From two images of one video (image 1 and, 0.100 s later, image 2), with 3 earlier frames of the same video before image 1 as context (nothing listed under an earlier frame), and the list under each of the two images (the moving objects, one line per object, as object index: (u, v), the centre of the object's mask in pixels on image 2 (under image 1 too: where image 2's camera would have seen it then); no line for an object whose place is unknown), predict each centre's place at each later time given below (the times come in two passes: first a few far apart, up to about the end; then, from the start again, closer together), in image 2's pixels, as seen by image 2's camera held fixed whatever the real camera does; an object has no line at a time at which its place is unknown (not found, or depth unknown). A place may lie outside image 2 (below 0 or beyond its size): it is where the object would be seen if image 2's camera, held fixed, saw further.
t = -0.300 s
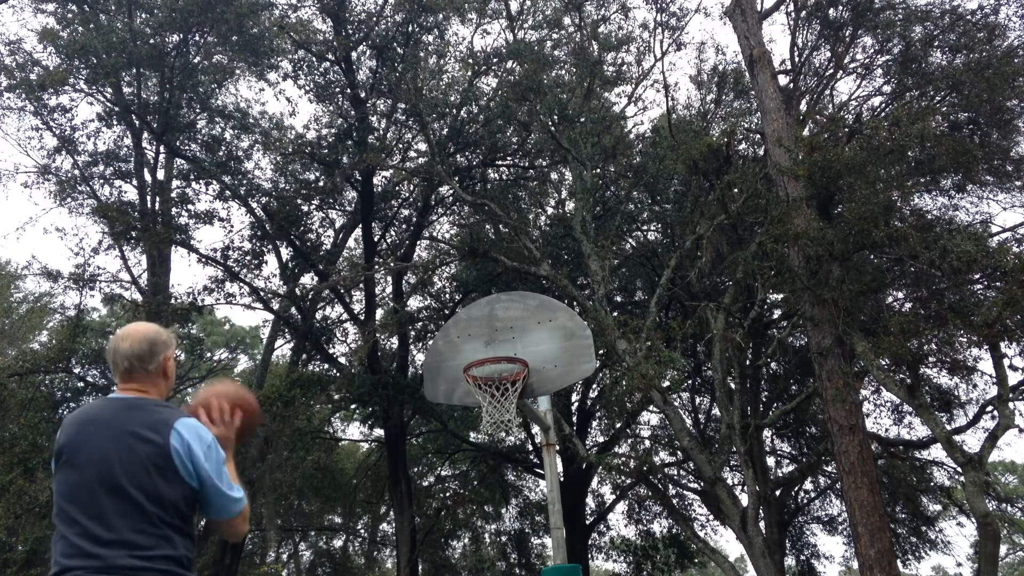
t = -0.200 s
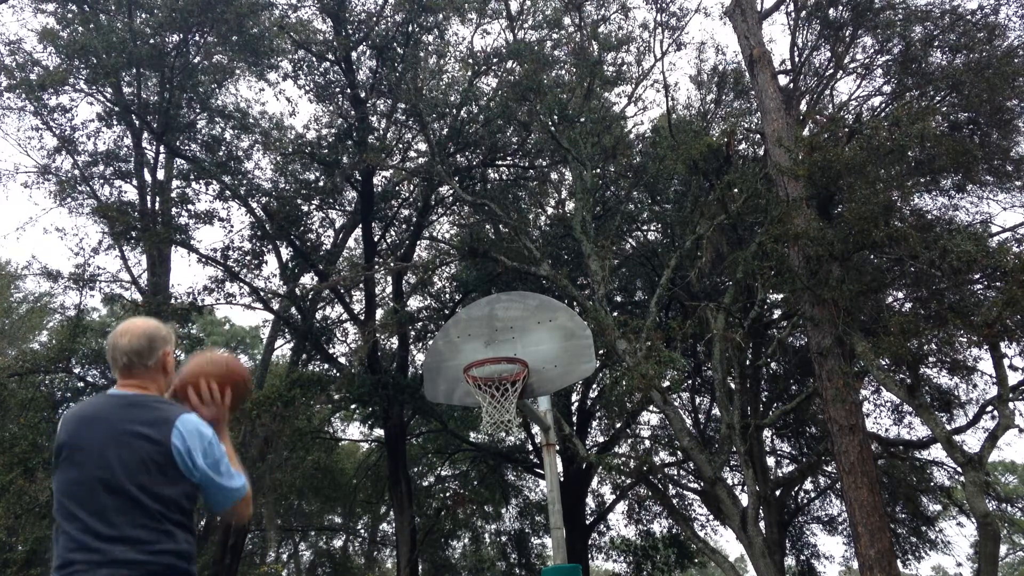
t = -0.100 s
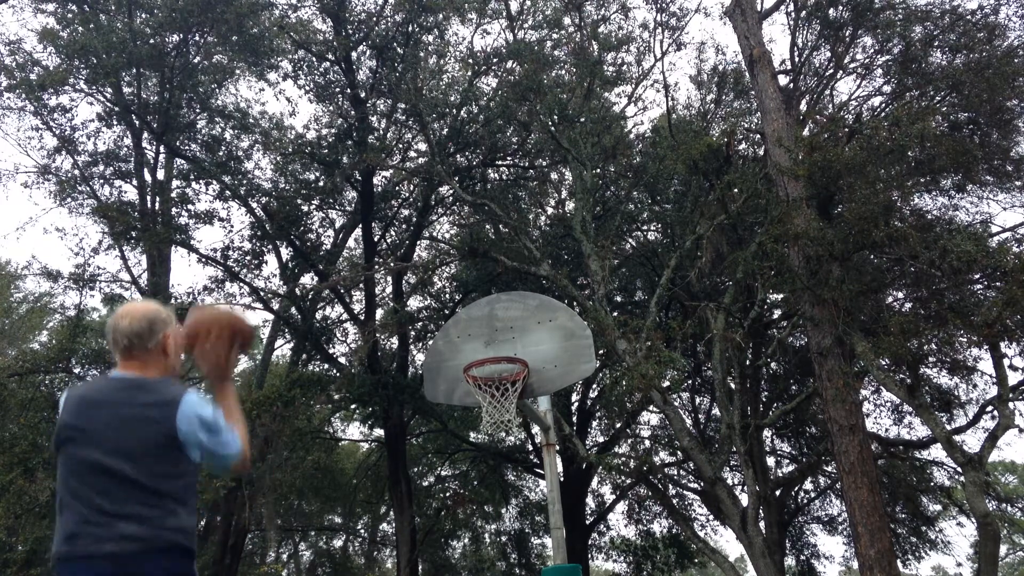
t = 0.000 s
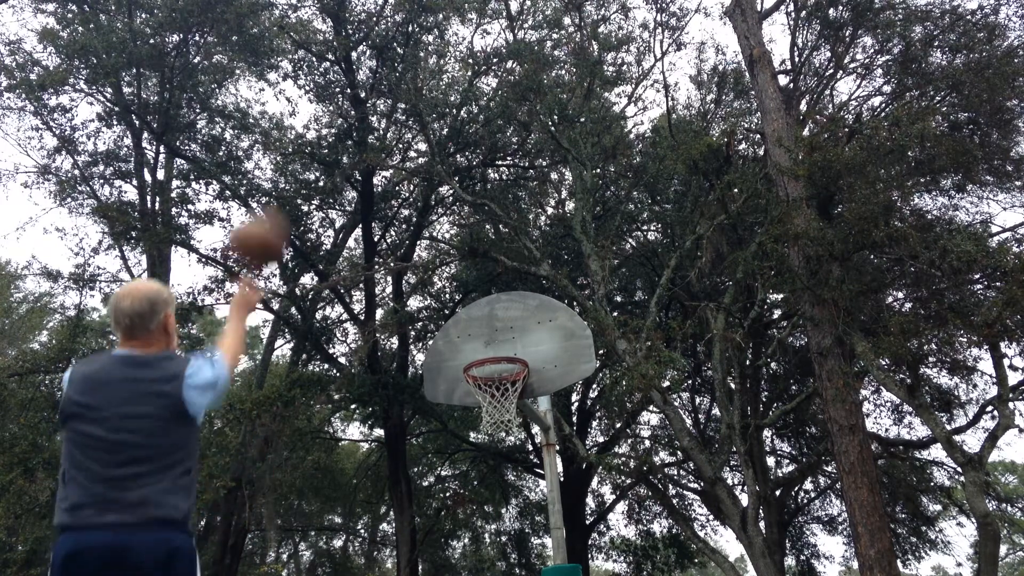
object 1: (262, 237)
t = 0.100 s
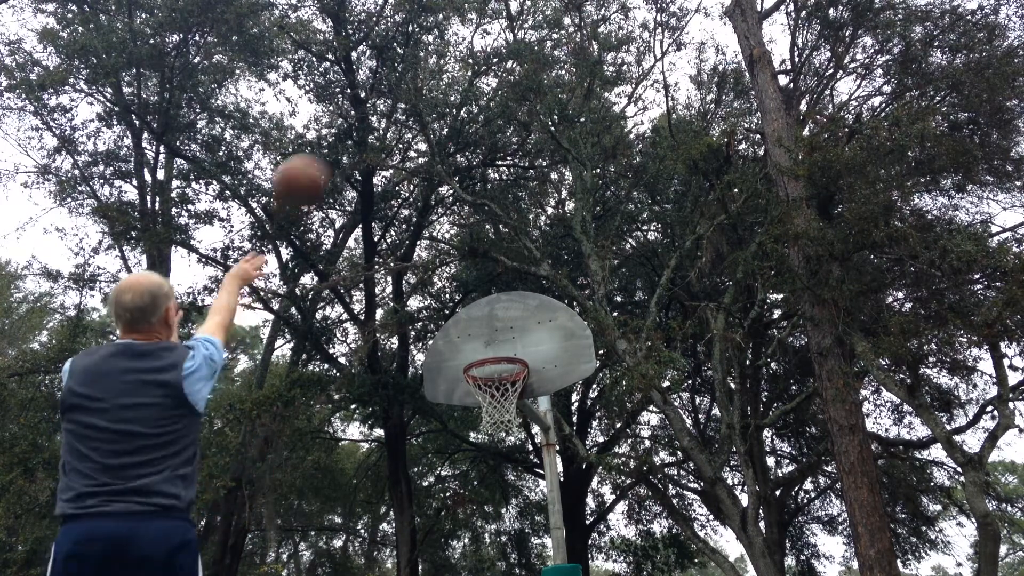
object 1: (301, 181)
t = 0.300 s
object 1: (361, 141)
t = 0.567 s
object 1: (424, 180)
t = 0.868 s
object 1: (478, 308)
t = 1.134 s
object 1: (496, 287)
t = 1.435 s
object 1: (503, 233)
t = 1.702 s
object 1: (521, 281)
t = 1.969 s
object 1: (572, 536)
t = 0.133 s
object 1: (313, 169)
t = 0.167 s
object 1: (325, 158)
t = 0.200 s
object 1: (335, 151)
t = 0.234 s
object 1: (344, 147)
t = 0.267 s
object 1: (353, 143)
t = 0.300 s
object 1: (361, 141)
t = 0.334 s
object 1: (370, 141)
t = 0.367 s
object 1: (378, 142)
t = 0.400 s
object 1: (386, 146)
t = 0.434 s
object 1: (394, 150)
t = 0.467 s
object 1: (401, 155)
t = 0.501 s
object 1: (409, 162)
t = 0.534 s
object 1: (417, 171)
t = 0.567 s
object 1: (424, 180)
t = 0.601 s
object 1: (429, 189)
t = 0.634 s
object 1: (435, 200)
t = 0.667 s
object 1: (441, 213)
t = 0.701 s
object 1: (450, 229)
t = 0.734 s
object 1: (458, 244)
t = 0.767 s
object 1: (462, 257)
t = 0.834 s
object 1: (473, 290)
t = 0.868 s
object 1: (478, 308)
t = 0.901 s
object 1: (486, 330)
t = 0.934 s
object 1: (491, 346)
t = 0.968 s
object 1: (495, 350)
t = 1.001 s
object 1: (496, 343)
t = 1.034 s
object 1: (495, 327)
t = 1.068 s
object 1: (496, 314)
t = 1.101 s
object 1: (495, 299)
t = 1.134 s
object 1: (496, 287)
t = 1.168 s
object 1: (496, 277)
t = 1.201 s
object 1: (497, 267)
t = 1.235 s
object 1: (497, 258)
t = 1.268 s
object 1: (497, 250)
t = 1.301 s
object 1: (498, 246)
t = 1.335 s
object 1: (499, 239)
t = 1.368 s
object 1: (501, 236)
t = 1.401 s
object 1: (502, 235)
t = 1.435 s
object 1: (503, 233)
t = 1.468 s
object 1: (504, 233)
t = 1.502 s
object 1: (506, 234)
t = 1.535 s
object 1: (508, 236)
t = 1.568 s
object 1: (510, 242)
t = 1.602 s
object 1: (512, 249)
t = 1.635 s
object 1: (515, 255)
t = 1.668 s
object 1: (518, 269)
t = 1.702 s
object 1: (521, 281)
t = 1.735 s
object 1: (525, 298)
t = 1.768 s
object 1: (529, 320)
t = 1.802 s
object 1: (534, 345)
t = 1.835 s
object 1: (540, 374)
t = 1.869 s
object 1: (545, 403)
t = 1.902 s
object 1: (553, 441)
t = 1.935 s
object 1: (565, 489)
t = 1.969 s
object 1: (572, 536)
